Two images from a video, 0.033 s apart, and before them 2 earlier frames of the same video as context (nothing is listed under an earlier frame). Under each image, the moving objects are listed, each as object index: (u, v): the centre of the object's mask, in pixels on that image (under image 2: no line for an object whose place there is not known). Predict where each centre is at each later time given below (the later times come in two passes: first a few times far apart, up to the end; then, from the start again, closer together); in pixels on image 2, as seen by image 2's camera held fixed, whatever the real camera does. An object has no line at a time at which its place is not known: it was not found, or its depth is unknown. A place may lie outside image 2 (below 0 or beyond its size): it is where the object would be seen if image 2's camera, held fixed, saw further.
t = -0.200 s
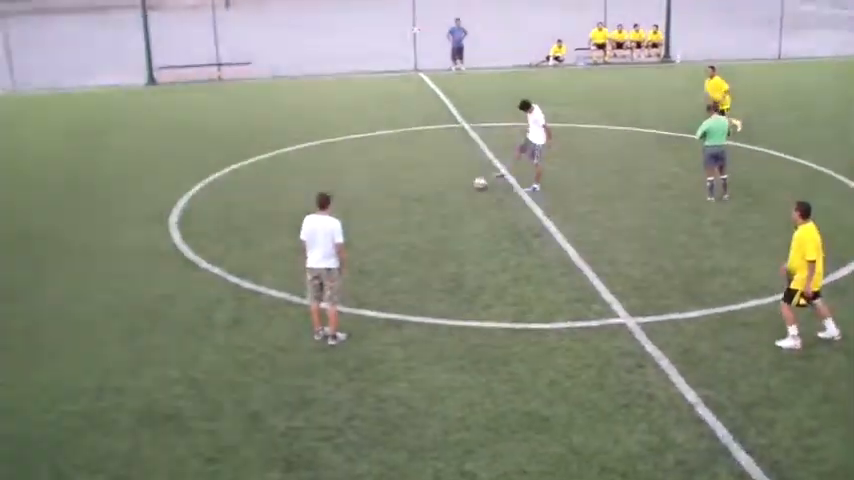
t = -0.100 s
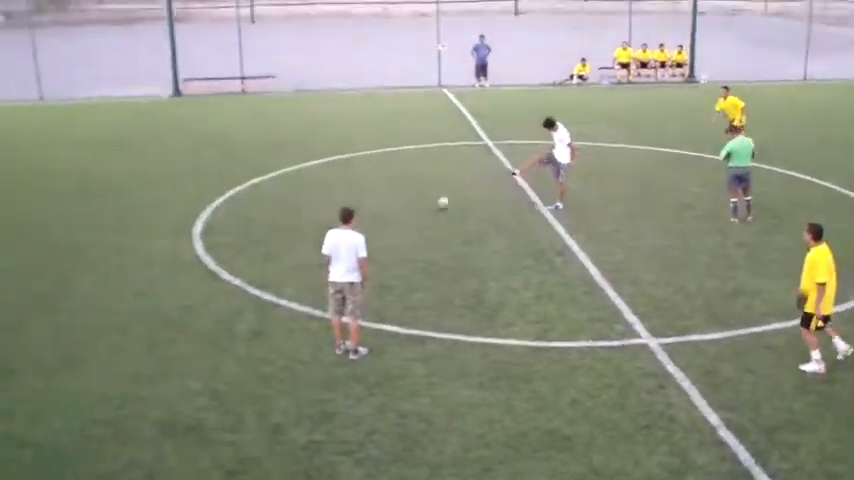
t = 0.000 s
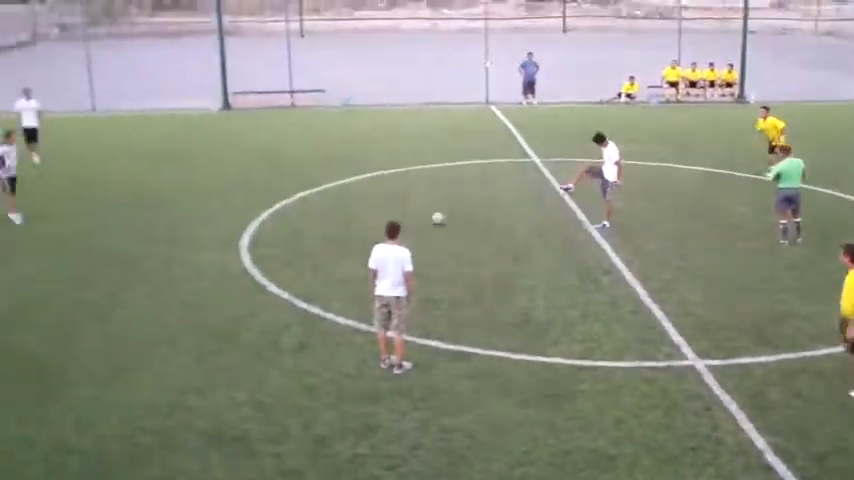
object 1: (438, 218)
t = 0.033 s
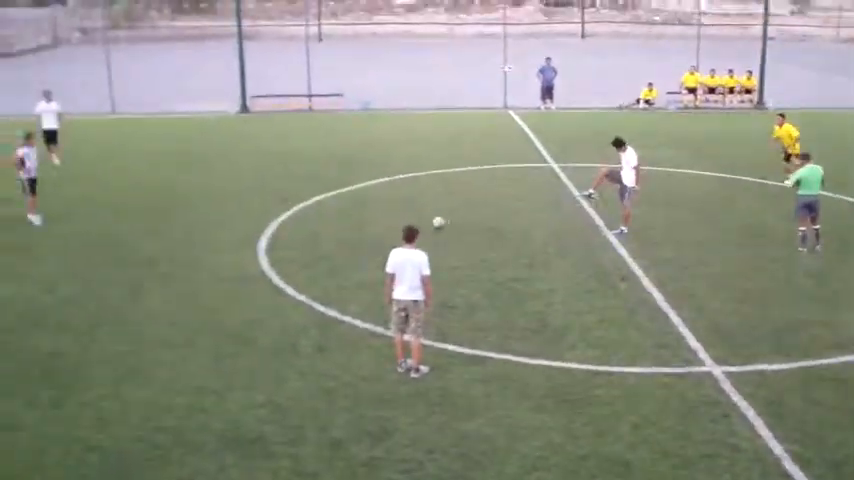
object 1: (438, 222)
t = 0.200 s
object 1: (363, 222)
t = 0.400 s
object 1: (287, 226)
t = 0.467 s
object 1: (264, 225)
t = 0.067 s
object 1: (422, 223)
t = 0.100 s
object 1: (405, 222)
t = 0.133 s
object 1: (390, 223)
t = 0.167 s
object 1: (377, 223)
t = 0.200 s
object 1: (363, 222)
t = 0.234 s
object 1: (349, 222)
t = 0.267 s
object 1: (336, 222)
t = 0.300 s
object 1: (324, 223)
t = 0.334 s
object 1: (310, 225)
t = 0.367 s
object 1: (298, 225)
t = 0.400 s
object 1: (287, 226)
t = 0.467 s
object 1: (264, 225)
